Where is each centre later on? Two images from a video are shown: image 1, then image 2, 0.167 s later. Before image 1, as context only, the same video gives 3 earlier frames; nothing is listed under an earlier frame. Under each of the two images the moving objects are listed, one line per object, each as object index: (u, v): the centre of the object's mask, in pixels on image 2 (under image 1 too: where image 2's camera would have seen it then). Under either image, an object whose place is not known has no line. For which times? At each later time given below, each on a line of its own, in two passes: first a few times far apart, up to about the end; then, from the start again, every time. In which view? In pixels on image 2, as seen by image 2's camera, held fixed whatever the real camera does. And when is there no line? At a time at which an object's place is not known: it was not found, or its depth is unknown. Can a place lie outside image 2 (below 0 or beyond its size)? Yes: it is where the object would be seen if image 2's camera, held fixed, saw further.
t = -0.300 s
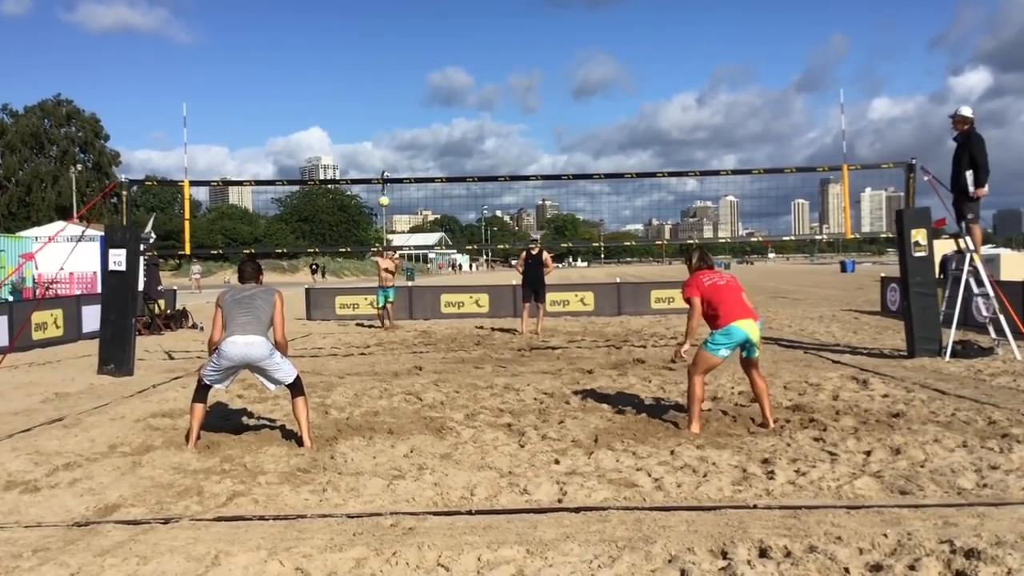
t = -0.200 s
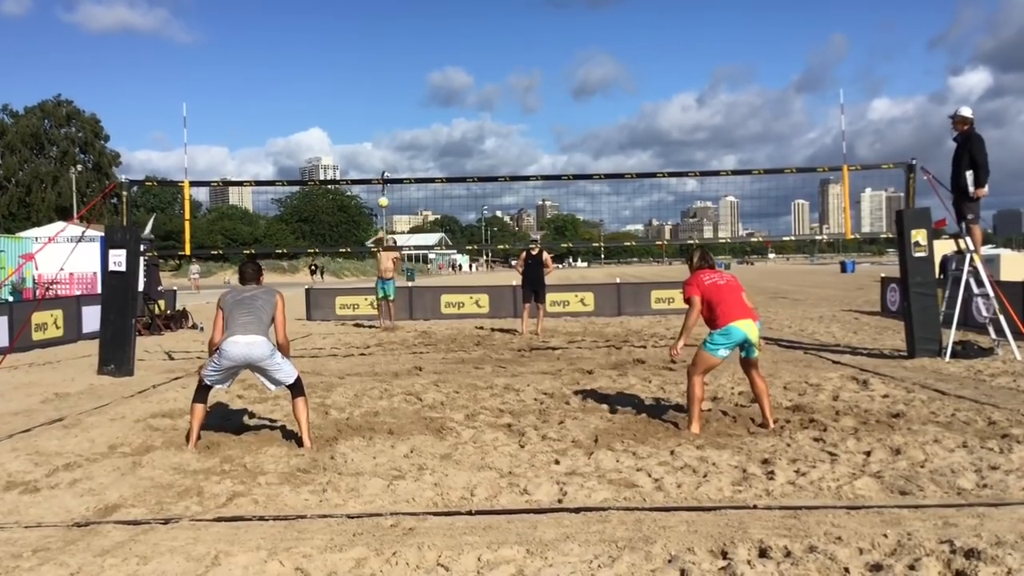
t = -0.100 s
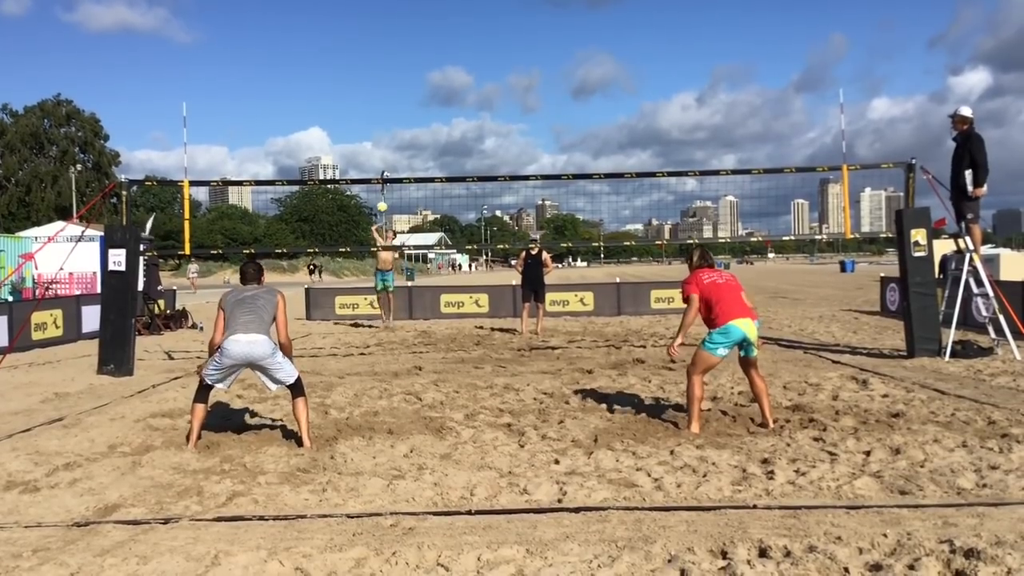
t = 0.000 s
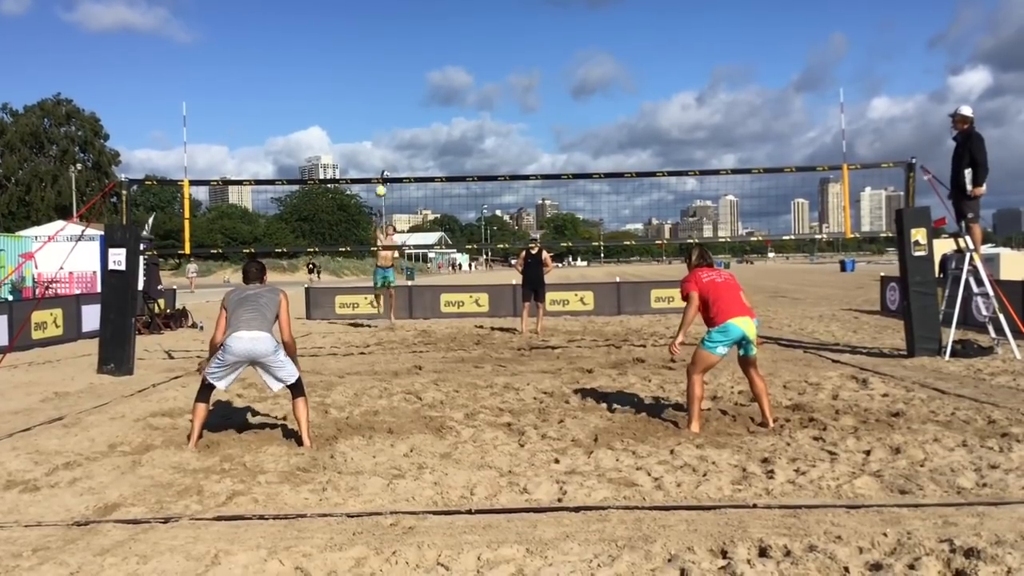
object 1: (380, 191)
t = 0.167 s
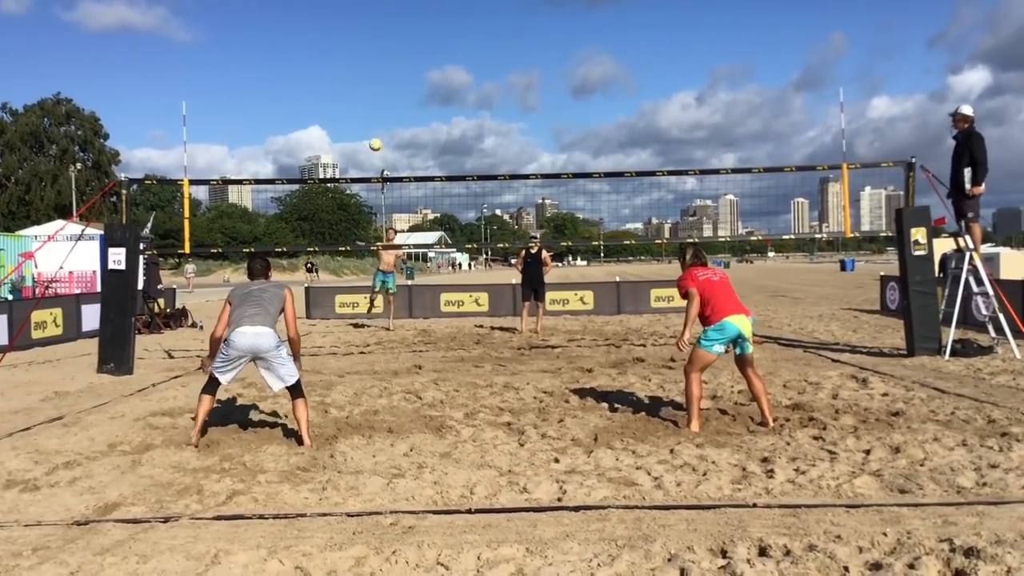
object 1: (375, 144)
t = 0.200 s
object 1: (373, 136)
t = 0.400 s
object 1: (355, 100)
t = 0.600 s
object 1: (323, 91)
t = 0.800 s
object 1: (268, 118)
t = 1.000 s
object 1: (184, 204)
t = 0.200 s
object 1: (373, 136)
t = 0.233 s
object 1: (371, 129)
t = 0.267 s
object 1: (369, 122)
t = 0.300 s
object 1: (366, 116)
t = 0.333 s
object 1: (363, 110)
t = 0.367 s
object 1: (359, 105)
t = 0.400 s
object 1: (355, 100)
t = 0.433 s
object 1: (351, 97)
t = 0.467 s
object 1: (346, 94)
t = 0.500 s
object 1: (341, 92)
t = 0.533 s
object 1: (336, 90)
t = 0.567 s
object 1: (330, 90)
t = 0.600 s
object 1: (323, 91)
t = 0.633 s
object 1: (316, 92)
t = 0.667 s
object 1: (308, 95)
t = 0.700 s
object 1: (299, 99)
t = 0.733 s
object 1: (289, 104)
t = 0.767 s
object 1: (279, 110)
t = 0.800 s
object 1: (268, 118)
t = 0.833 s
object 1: (256, 128)
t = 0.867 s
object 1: (244, 139)
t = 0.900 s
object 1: (230, 152)
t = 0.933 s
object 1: (216, 168)
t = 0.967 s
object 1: (200, 185)
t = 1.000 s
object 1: (184, 204)
